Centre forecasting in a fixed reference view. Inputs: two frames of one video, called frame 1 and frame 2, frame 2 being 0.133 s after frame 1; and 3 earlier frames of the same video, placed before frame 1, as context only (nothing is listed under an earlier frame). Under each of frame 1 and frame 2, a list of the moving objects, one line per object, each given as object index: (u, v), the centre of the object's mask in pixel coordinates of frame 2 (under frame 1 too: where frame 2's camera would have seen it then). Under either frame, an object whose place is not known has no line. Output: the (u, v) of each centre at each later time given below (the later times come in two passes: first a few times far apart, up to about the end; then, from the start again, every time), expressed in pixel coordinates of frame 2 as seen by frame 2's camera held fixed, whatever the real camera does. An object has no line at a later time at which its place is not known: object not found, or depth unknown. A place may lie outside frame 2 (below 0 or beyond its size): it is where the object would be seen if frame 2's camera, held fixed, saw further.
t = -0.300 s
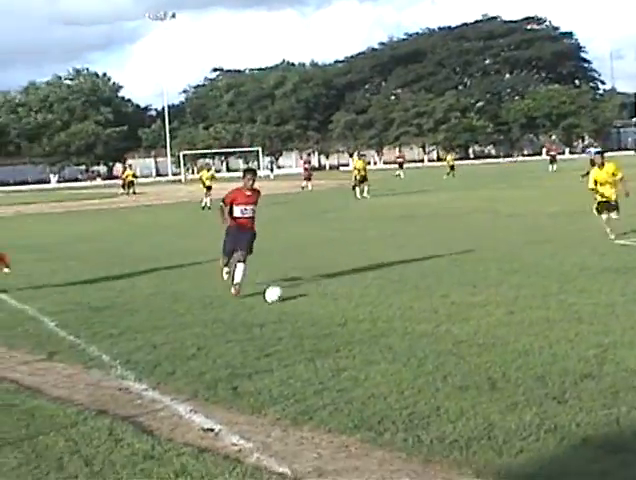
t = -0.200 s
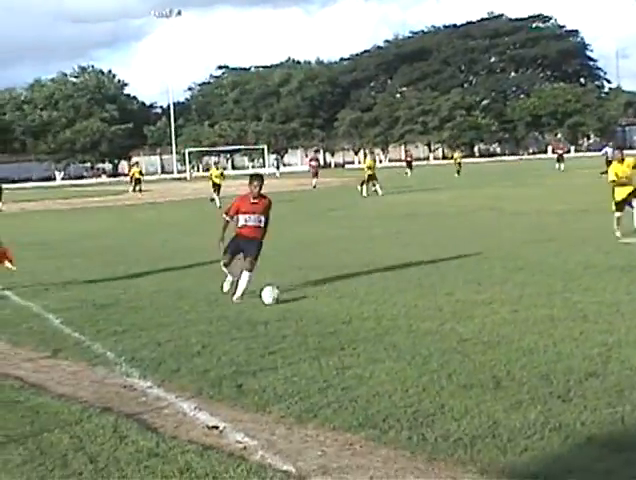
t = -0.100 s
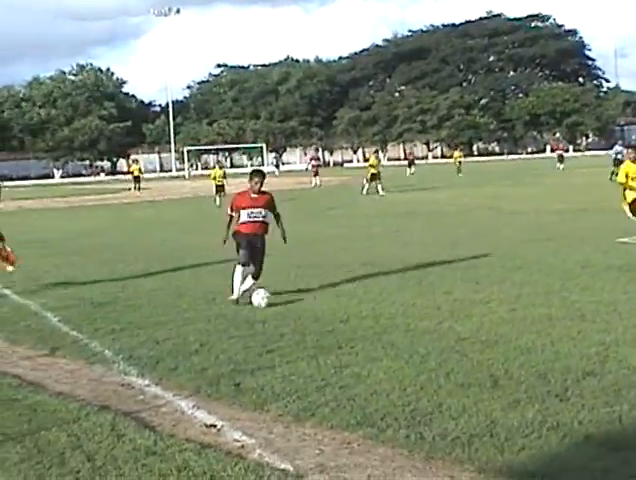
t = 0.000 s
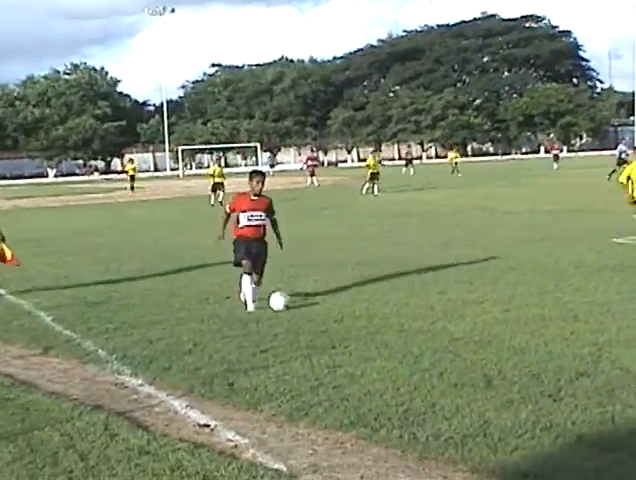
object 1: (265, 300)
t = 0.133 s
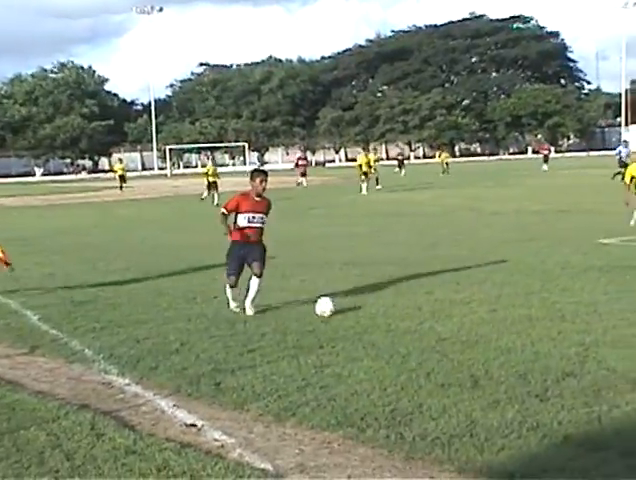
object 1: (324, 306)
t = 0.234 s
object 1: (363, 310)
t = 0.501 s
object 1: (453, 323)
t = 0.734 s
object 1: (526, 333)
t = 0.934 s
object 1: (592, 342)
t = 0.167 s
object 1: (337, 307)
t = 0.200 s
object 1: (350, 308)
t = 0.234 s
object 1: (363, 310)
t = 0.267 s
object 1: (377, 313)
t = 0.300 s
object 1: (390, 315)
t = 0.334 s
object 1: (400, 315)
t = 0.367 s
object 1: (411, 315)
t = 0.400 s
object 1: (421, 316)
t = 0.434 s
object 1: (432, 318)
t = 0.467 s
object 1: (443, 321)
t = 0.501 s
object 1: (453, 323)
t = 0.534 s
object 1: (464, 324)
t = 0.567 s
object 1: (474, 324)
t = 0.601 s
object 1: (485, 326)
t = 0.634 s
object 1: (495, 328)
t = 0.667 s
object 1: (505, 330)
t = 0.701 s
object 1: (516, 331)
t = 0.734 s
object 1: (526, 333)
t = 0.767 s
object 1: (537, 334)
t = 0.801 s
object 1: (548, 335)
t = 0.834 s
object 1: (558, 335)
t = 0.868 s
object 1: (569, 336)
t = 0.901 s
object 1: (580, 338)
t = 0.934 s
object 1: (592, 342)
